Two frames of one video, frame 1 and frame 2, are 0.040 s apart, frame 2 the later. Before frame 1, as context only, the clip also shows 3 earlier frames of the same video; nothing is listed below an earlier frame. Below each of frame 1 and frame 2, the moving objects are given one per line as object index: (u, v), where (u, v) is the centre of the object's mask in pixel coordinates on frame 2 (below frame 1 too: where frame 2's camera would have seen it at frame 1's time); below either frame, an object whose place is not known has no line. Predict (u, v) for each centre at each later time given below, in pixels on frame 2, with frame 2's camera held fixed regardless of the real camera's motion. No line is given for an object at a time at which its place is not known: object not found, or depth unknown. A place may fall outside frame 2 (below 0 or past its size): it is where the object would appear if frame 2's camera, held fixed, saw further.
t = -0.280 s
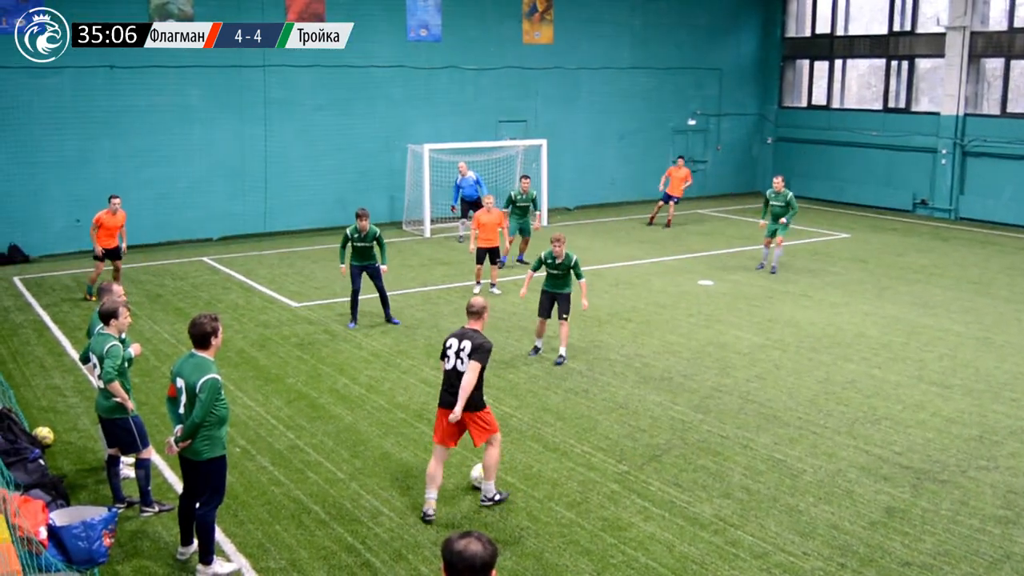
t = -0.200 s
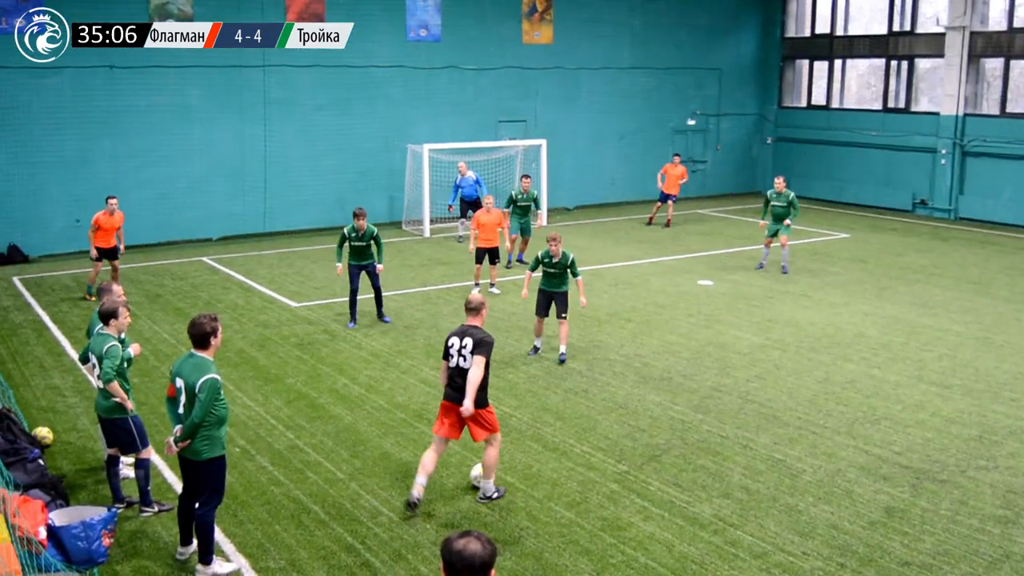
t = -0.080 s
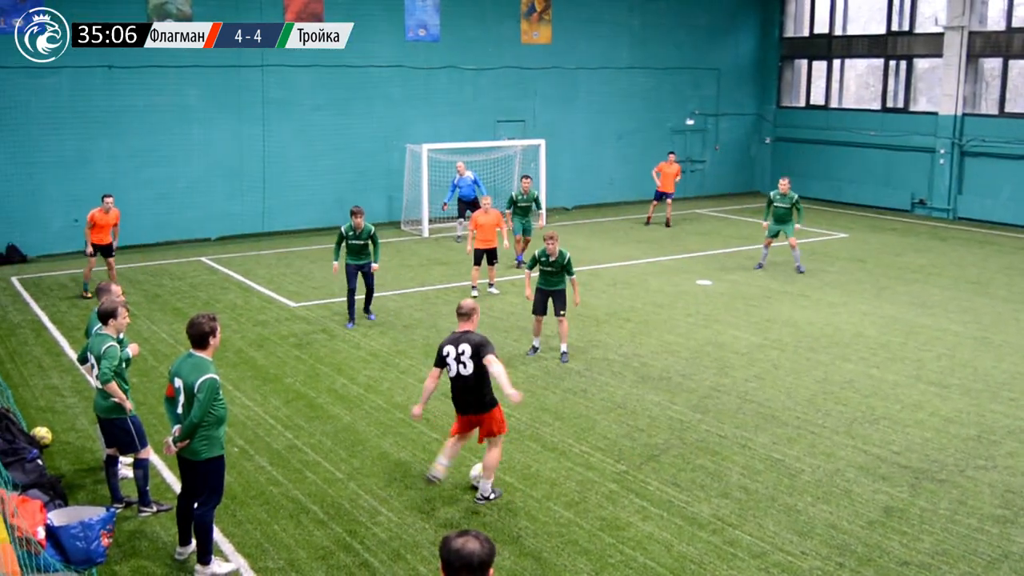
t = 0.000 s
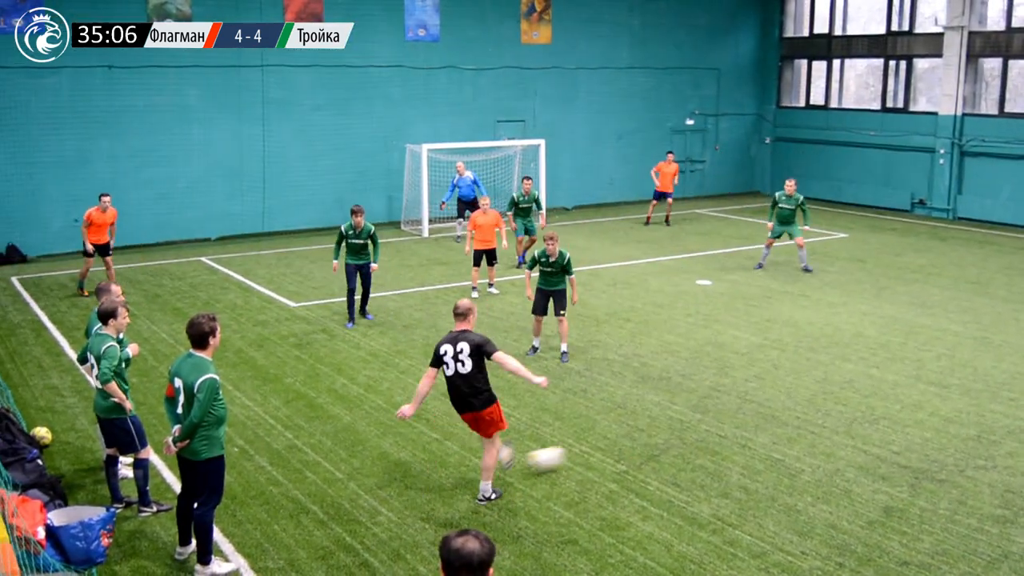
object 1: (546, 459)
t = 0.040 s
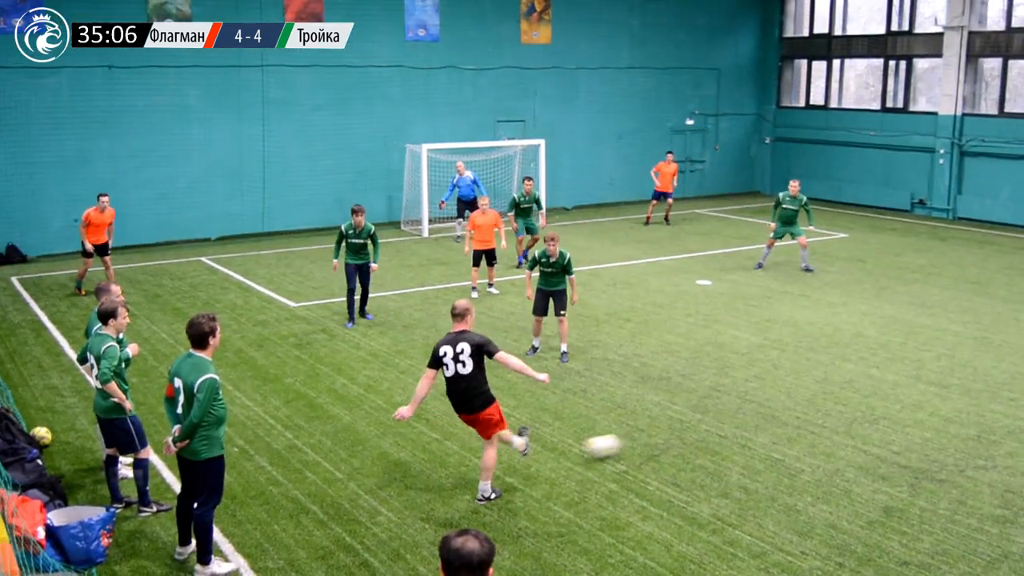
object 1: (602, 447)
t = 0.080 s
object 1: (654, 436)
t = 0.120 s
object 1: (702, 426)
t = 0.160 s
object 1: (746, 415)
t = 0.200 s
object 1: (785, 407)
